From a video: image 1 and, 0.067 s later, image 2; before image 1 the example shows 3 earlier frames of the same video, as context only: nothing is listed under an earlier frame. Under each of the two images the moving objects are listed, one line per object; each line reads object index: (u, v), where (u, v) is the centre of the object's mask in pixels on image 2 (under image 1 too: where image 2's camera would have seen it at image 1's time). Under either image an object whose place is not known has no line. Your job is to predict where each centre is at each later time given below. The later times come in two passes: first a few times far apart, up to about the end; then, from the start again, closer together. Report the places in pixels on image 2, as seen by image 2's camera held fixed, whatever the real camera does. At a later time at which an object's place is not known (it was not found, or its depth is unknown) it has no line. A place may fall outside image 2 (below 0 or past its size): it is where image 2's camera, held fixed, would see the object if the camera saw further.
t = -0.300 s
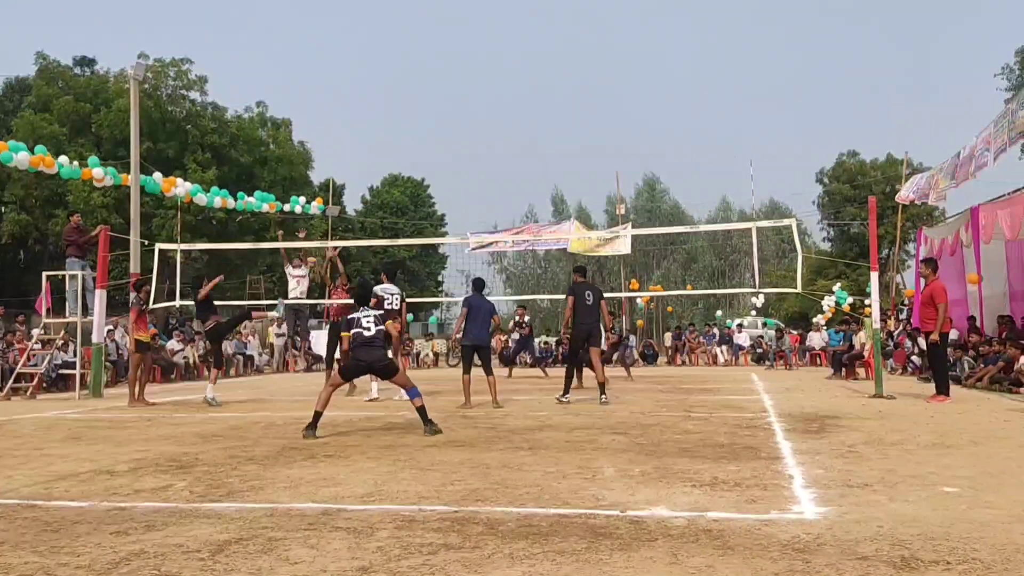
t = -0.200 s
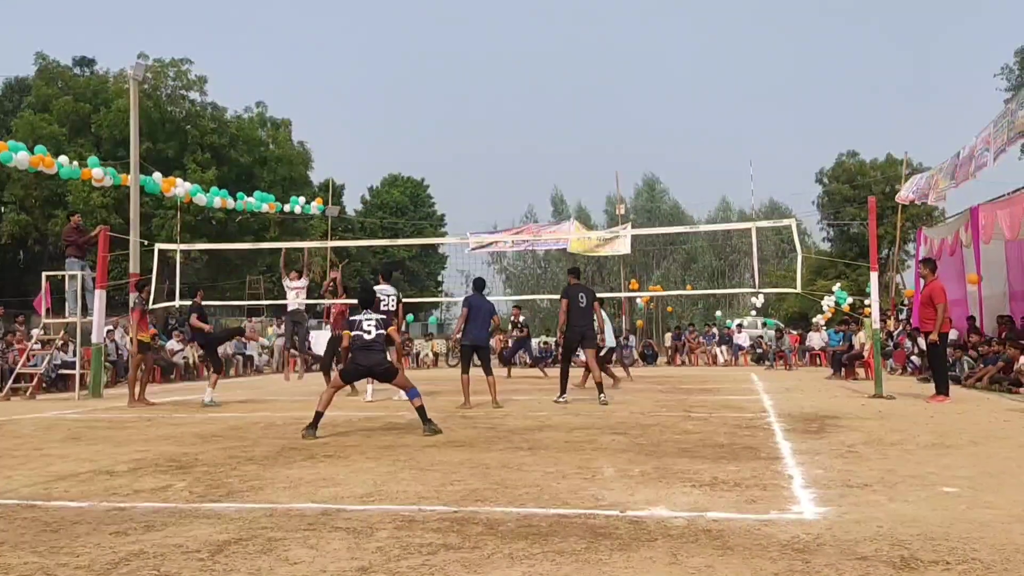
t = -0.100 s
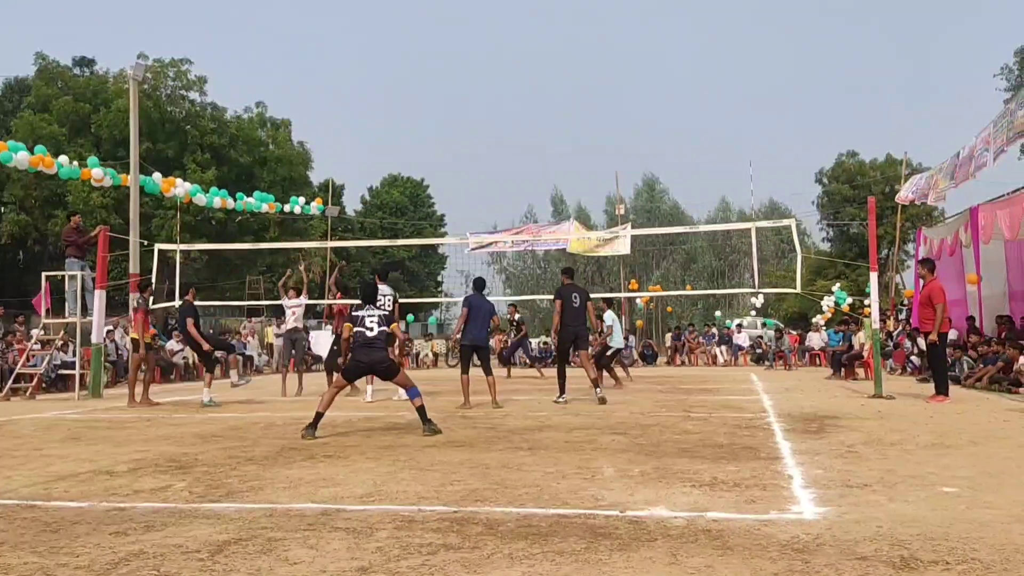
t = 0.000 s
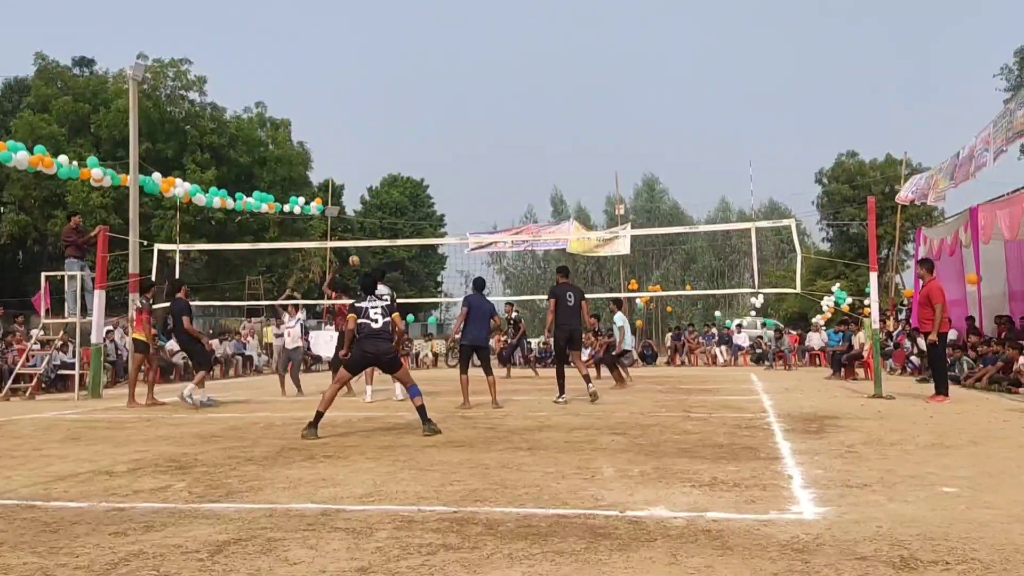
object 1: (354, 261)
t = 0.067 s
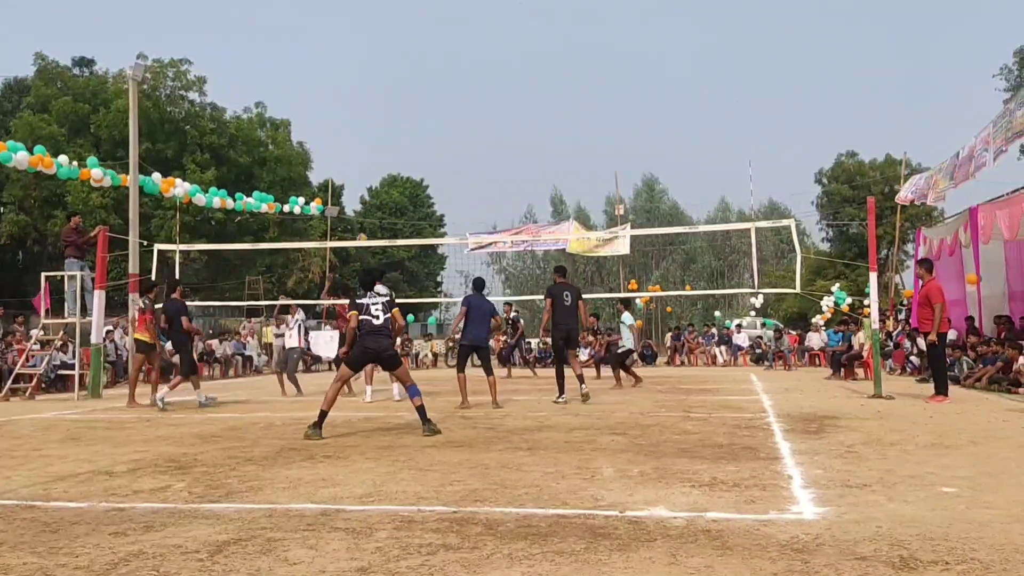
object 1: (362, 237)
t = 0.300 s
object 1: (393, 179)
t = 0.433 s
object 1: (412, 155)
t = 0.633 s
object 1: (443, 136)
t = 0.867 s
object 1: (480, 140)
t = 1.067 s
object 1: (515, 168)
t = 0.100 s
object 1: (366, 229)
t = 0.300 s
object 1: (393, 179)
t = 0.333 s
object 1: (398, 172)
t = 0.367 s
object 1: (403, 166)
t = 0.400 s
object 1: (407, 161)
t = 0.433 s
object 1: (412, 155)
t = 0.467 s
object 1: (417, 151)
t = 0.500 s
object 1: (422, 147)
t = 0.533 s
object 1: (427, 143)
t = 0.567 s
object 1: (432, 141)
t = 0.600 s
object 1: (437, 138)
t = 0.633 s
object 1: (443, 136)
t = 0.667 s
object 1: (448, 135)
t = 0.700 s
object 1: (453, 134)
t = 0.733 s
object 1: (458, 134)
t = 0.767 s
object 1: (464, 134)
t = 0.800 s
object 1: (469, 136)
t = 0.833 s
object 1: (475, 138)
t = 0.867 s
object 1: (480, 140)
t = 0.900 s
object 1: (486, 143)
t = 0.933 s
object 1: (492, 147)
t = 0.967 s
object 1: (497, 151)
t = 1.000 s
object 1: (503, 156)
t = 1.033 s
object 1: (509, 162)
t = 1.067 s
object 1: (515, 168)
